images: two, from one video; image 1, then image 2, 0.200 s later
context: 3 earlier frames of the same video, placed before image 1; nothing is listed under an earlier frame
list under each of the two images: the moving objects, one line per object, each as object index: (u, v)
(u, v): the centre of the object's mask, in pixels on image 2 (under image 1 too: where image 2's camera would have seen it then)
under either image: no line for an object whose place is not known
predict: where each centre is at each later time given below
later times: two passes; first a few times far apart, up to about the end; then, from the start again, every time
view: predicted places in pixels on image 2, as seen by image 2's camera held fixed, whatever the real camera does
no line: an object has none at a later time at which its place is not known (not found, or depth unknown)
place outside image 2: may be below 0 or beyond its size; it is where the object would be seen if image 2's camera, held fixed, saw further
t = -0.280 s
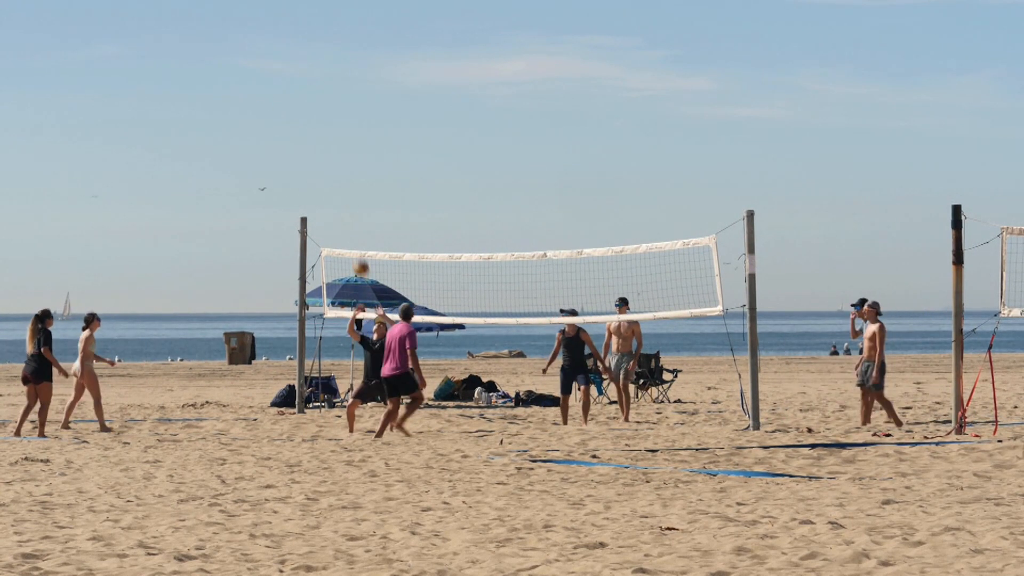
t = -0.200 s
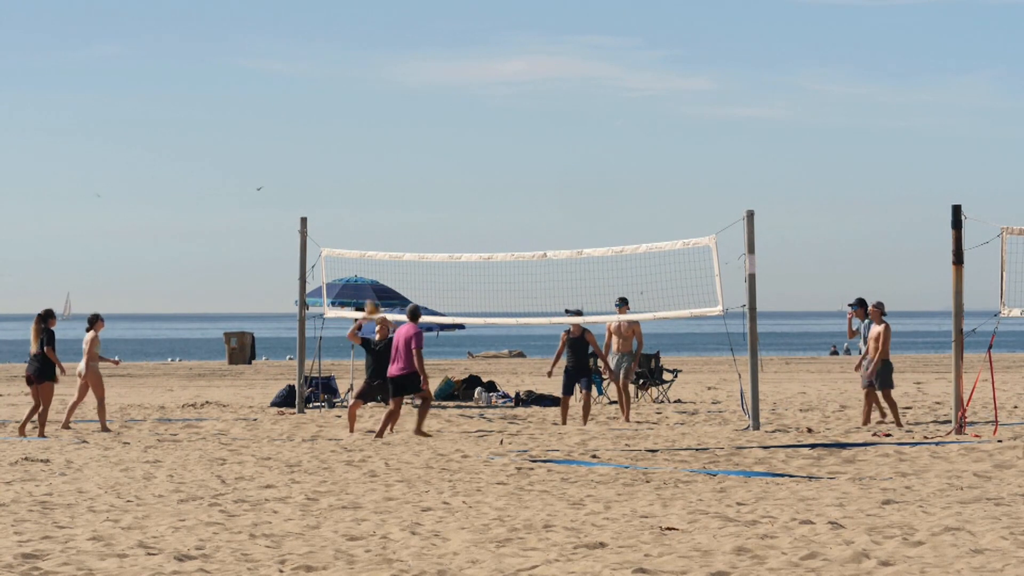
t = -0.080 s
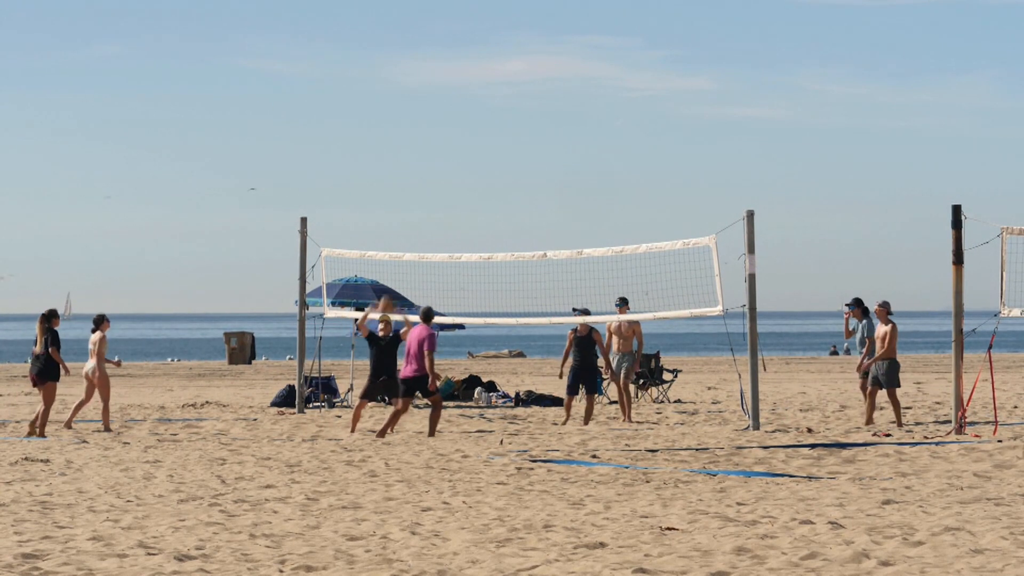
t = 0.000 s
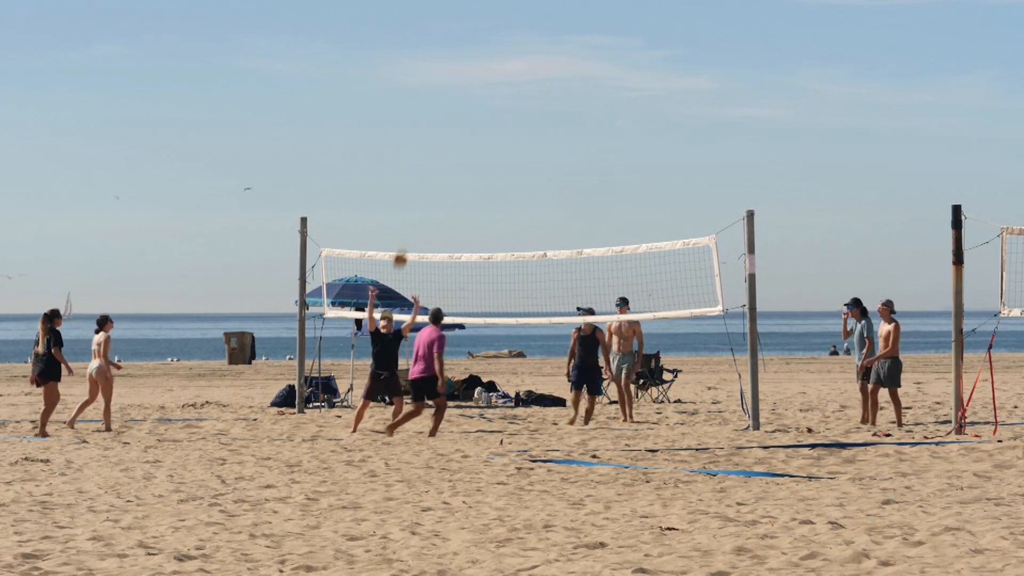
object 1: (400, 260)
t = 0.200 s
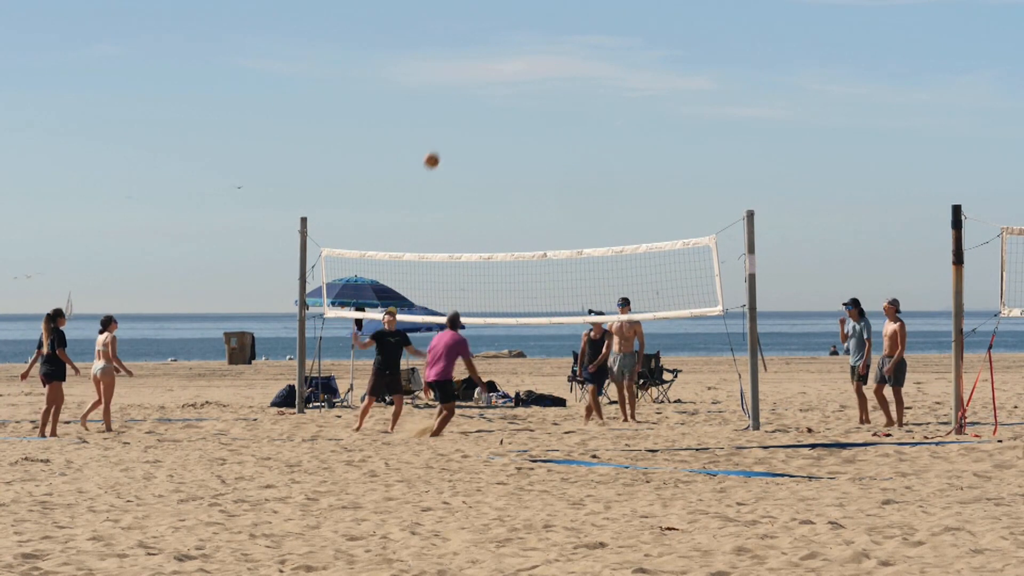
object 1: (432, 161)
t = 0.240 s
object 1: (438, 145)
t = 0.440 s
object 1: (470, 85)
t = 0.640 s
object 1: (501, 56)
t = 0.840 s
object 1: (534, 58)
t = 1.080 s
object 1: (573, 100)
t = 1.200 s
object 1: (593, 138)
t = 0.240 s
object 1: (438, 145)
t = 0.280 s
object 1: (444, 130)
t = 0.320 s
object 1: (451, 117)
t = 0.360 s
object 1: (457, 105)
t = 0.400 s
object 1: (463, 94)
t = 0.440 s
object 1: (470, 85)
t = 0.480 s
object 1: (476, 77)
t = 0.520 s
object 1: (482, 70)
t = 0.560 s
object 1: (489, 64)
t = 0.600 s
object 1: (495, 59)
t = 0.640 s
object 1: (501, 56)
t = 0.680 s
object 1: (508, 54)
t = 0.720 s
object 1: (515, 53)
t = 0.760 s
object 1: (521, 53)
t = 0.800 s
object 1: (527, 55)
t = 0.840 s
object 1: (534, 58)
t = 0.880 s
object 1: (541, 62)
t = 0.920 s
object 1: (547, 67)
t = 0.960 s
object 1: (554, 74)
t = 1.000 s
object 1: (560, 81)
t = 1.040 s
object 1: (567, 90)
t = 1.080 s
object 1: (573, 100)
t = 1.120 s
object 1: (580, 112)
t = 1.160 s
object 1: (586, 124)
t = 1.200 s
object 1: (593, 138)
